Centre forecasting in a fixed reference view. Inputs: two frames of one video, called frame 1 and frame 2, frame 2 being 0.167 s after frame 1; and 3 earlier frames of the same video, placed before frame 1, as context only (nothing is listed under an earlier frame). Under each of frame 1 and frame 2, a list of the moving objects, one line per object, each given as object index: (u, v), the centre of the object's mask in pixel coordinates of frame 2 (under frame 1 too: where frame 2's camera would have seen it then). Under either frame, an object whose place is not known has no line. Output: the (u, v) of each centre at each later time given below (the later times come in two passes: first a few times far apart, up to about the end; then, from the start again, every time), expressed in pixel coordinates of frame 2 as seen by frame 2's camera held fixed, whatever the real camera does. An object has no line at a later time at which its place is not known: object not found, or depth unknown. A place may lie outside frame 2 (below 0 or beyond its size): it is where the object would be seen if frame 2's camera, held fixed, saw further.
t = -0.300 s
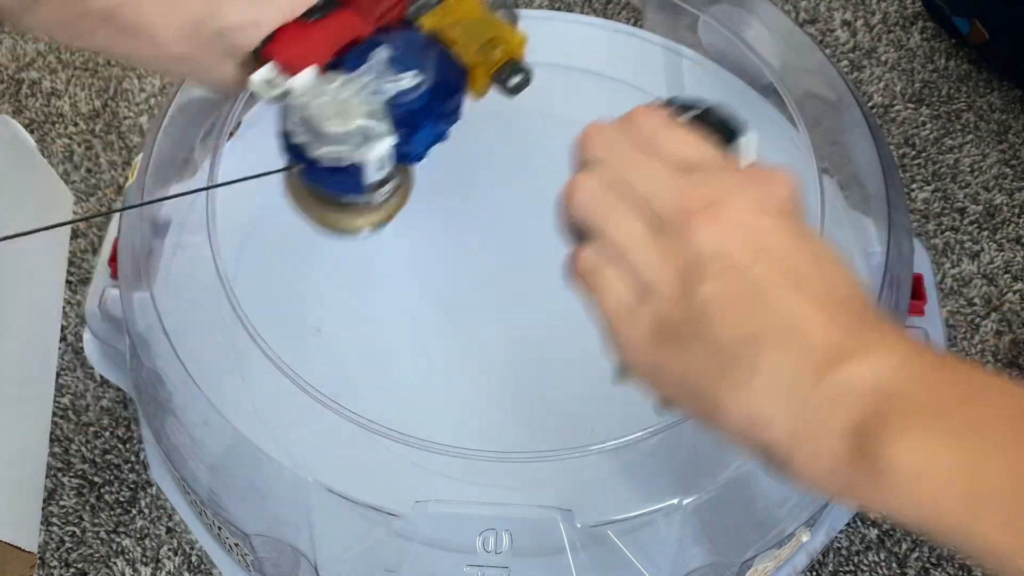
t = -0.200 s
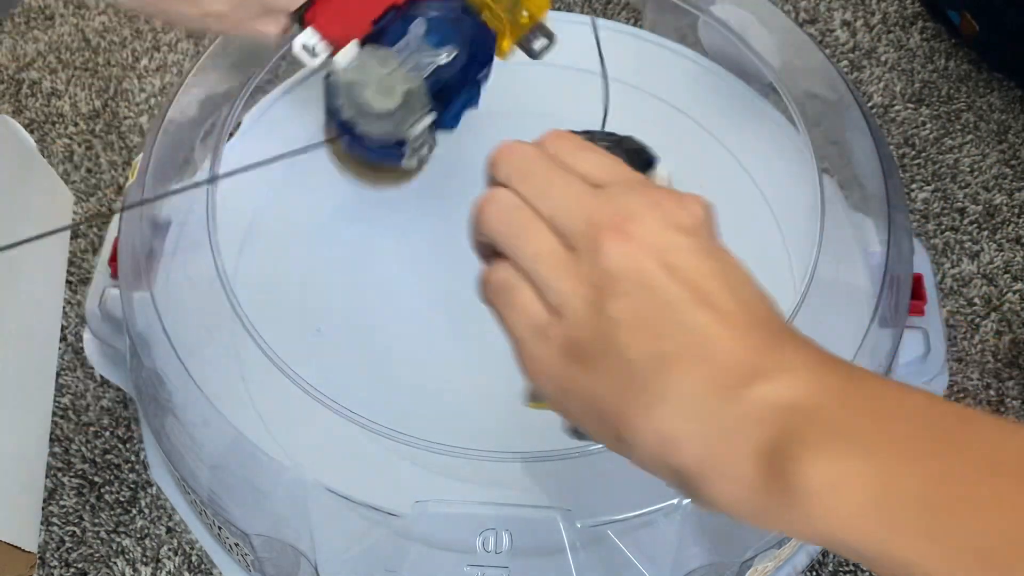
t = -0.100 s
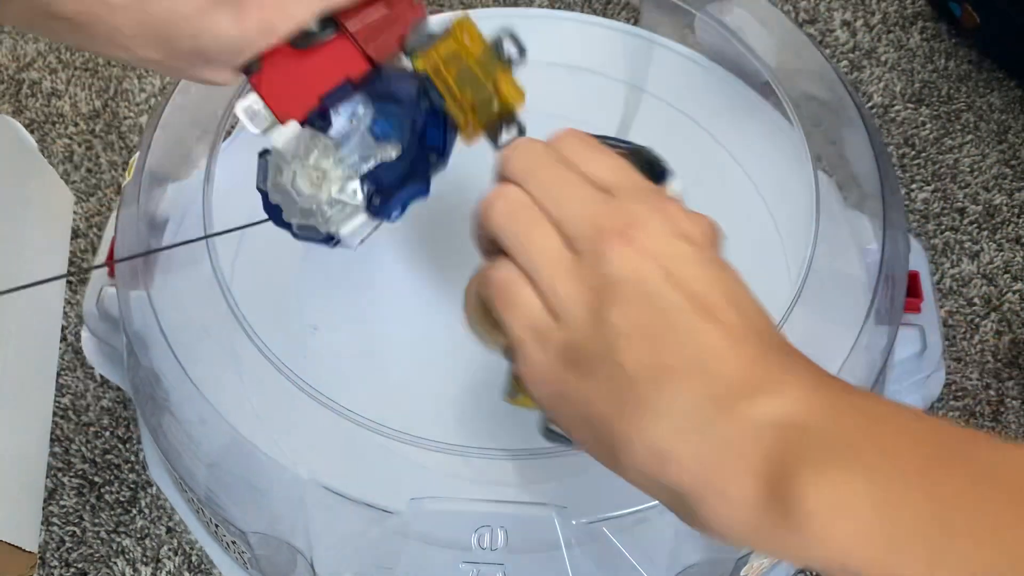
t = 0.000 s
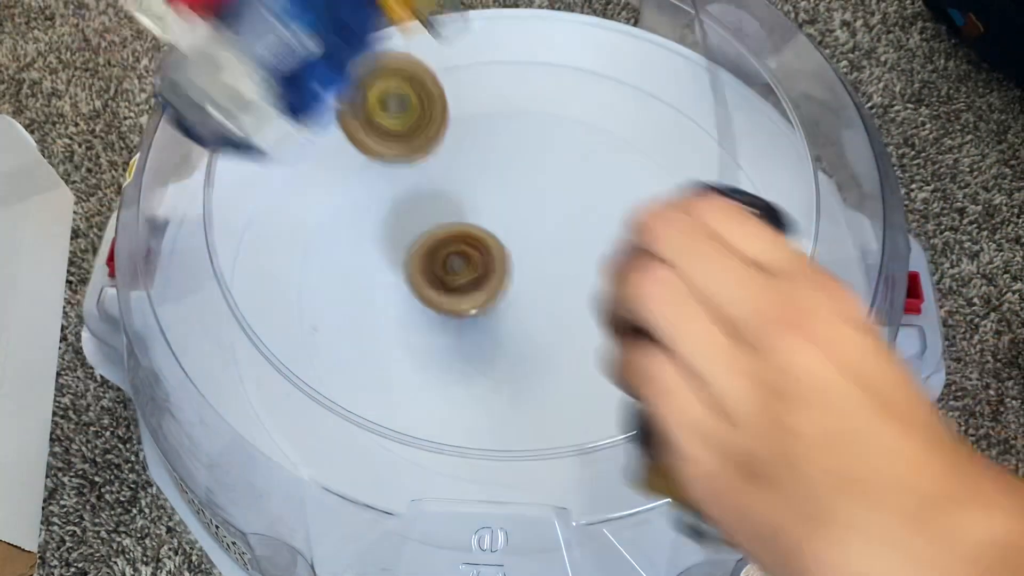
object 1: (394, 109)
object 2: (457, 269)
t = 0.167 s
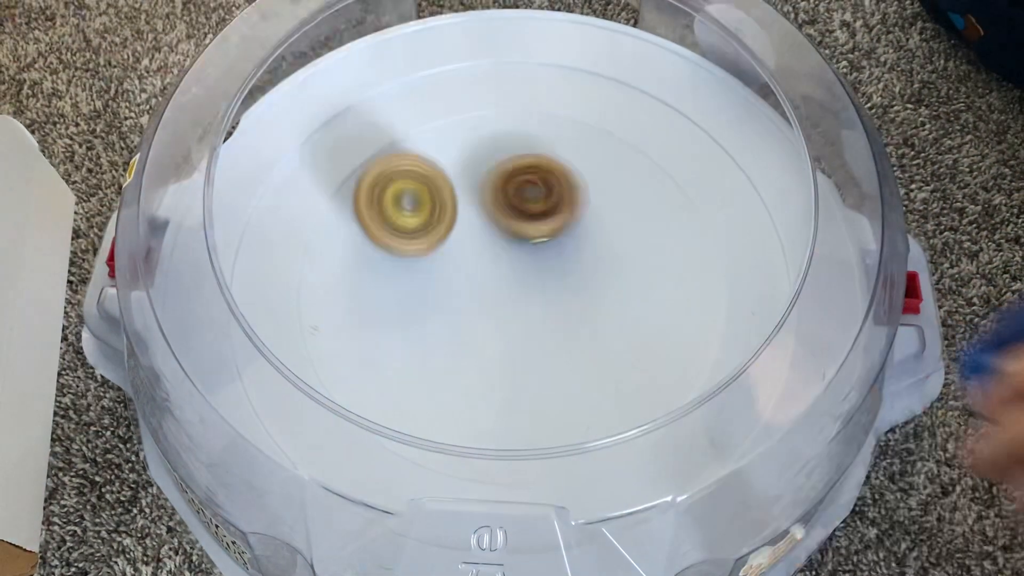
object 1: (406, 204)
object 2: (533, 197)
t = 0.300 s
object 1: (415, 269)
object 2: (655, 211)
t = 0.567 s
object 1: (526, 335)
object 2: (651, 396)
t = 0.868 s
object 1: (493, 244)
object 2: (253, 345)
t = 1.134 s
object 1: (414, 275)
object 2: (278, 110)
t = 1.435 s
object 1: (485, 298)
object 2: (488, 46)
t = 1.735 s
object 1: (527, 276)
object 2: (718, 133)
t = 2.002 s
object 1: (428, 290)
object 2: (773, 335)
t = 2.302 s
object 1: (443, 228)
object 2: (604, 505)
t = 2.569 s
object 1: (578, 249)
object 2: (364, 477)
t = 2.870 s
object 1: (456, 388)
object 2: (239, 303)
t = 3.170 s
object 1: (323, 235)
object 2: (289, 141)
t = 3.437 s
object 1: (550, 140)
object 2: (434, 60)
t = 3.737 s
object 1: (787, 320)
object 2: (616, 79)
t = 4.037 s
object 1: (462, 519)
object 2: (752, 191)
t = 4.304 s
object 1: (276, 162)
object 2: (778, 312)
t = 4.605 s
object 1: (751, 173)
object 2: (724, 429)
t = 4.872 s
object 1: (664, 480)
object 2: (450, 517)
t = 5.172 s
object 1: (448, 467)
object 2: (290, 144)
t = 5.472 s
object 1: (274, 257)
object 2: (661, 88)
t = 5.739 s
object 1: (306, 128)
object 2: (742, 416)
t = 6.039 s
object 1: (412, 71)
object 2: (234, 291)
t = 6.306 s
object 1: (571, 52)
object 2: (457, 87)
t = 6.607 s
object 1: (756, 190)
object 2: (545, 439)
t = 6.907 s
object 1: (754, 370)
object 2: (410, 533)
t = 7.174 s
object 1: (647, 493)
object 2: (403, 475)
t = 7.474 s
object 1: (430, 495)
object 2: (401, 336)
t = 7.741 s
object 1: (296, 390)
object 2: (624, 147)
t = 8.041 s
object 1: (277, 261)
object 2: (763, 232)
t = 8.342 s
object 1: (397, 157)
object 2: (779, 275)
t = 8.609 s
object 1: (689, 217)
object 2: (764, 288)
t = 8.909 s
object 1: (461, 392)
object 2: (790, 426)
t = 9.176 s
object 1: (235, 272)
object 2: (758, 474)
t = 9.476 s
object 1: (285, 154)
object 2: (710, 510)
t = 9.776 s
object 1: (329, 121)
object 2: (650, 518)
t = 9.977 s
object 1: (364, 115)
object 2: (562, 513)
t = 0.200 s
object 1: (404, 229)
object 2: (568, 193)
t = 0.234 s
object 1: (405, 238)
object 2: (601, 194)
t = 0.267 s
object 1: (409, 251)
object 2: (631, 200)
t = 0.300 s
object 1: (415, 269)
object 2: (655, 211)
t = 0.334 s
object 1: (424, 285)
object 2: (677, 226)
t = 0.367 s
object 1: (436, 301)
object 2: (694, 246)
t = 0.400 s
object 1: (451, 314)
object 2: (705, 268)
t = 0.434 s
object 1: (467, 326)
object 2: (709, 293)
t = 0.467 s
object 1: (484, 334)
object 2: (706, 318)
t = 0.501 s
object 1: (500, 338)
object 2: (694, 344)
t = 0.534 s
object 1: (514, 338)
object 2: (677, 372)
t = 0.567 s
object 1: (526, 335)
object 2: (651, 396)
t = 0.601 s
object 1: (535, 330)
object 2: (620, 421)
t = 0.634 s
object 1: (541, 321)
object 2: (578, 439)
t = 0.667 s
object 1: (543, 311)
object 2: (527, 449)
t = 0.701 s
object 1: (541, 299)
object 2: (478, 450)
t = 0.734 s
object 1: (537, 285)
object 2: (427, 443)
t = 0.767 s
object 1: (529, 272)
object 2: (375, 424)
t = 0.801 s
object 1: (519, 261)
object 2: (330, 401)
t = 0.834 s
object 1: (506, 251)
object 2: (288, 374)
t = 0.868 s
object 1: (493, 244)
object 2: (253, 345)
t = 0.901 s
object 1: (481, 242)
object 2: (224, 308)
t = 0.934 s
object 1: (467, 242)
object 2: (201, 273)
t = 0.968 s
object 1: (454, 245)
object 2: (194, 240)
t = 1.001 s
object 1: (442, 249)
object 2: (211, 211)
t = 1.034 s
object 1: (432, 254)
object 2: (229, 183)
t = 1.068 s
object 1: (423, 260)
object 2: (253, 156)
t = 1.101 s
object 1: (417, 268)
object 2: (265, 132)
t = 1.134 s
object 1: (414, 275)
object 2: (278, 110)
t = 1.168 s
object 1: (413, 282)
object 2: (294, 90)
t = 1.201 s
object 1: (414, 288)
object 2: (313, 74)
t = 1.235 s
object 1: (418, 294)
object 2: (337, 61)
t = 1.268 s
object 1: (425, 298)
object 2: (361, 49)
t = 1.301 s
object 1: (434, 301)
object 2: (383, 39)
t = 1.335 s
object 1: (445, 303)
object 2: (407, 40)
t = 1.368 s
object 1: (458, 303)
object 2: (432, 41)
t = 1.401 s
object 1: (471, 301)
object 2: (458, 42)
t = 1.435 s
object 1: (485, 298)
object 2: (488, 46)
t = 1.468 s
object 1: (498, 294)
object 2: (518, 53)
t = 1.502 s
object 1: (511, 290)
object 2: (548, 59)
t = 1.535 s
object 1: (521, 286)
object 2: (575, 65)
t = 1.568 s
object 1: (530, 282)
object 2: (601, 72)
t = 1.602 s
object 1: (535, 278)
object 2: (626, 79)
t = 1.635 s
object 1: (537, 275)
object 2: (650, 88)
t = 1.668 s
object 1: (537, 274)
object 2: (675, 98)
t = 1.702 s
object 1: (533, 274)
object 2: (698, 112)
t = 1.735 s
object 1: (527, 276)
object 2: (718, 133)
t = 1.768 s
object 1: (518, 279)
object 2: (735, 156)
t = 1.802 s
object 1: (507, 282)
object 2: (751, 180)
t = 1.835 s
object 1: (494, 285)
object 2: (762, 204)
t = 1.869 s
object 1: (480, 288)
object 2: (766, 229)
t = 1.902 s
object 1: (465, 290)
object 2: (776, 256)
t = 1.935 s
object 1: (451, 292)
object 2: (779, 283)
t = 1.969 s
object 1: (438, 292)
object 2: (778, 309)
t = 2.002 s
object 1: (428, 290)
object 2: (773, 335)
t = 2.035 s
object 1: (421, 286)
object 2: (766, 357)
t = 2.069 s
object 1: (416, 281)
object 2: (756, 381)
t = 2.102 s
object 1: (413, 274)
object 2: (743, 404)
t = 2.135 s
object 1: (413, 267)
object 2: (724, 425)
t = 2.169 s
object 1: (415, 260)
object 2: (703, 446)
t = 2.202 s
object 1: (419, 252)
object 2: (683, 463)
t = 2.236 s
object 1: (425, 244)
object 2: (658, 479)
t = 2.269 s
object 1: (433, 236)
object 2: (628, 493)
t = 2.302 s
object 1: (443, 228)
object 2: (604, 505)
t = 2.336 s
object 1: (455, 220)
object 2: (574, 512)
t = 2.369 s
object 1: (469, 211)
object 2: (544, 514)
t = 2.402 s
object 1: (486, 205)
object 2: (511, 517)
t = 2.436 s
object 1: (507, 202)
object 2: (482, 516)
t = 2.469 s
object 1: (528, 205)
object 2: (452, 513)
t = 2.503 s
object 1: (548, 214)
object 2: (418, 503)
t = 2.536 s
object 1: (566, 230)
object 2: (390, 491)
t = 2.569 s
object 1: (578, 249)
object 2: (364, 477)
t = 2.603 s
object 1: (586, 271)
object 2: (339, 462)
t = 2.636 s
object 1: (588, 293)
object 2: (316, 443)
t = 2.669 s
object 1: (585, 315)
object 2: (298, 426)
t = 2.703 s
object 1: (575, 337)
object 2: (283, 408)
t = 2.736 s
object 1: (559, 357)
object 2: (271, 386)
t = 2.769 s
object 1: (537, 372)
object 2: (258, 366)
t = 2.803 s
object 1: (513, 382)
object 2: (249, 346)
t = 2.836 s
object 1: (486, 388)
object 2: (243, 325)
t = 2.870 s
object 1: (456, 388)
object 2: (239, 303)
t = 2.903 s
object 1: (425, 383)
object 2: (239, 281)
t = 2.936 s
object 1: (398, 372)
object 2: (244, 258)
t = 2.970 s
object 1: (373, 357)
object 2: (247, 240)
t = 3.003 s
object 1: (349, 336)
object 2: (253, 223)
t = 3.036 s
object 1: (331, 314)
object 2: (260, 208)
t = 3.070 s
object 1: (317, 290)
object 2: (266, 194)
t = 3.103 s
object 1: (308, 265)
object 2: (271, 179)
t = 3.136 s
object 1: (313, 251)
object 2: (273, 158)
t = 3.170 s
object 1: (323, 235)
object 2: (289, 141)
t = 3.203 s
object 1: (338, 221)
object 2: (309, 126)
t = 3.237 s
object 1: (356, 205)
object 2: (328, 112)
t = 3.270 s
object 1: (377, 189)
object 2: (347, 100)
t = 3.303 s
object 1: (403, 173)
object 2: (365, 90)
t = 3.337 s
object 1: (434, 158)
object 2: (381, 81)
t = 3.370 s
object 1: (468, 146)
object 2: (399, 73)
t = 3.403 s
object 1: (510, 141)
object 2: (416, 66)
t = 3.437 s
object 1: (550, 140)
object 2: (434, 60)
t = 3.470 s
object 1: (593, 144)
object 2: (453, 55)
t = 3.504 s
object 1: (633, 155)
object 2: (473, 52)
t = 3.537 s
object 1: (671, 169)
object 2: (493, 50)
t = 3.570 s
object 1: (703, 188)
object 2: (515, 51)
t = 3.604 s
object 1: (729, 212)
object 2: (536, 54)
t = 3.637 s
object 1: (751, 238)
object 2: (556, 58)
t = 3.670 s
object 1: (766, 263)
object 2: (577, 65)
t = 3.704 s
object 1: (781, 292)
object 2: (597, 71)
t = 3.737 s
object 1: (787, 320)
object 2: (616, 79)
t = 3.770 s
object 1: (782, 350)
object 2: (636, 87)
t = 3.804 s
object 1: (761, 381)
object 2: (656, 97)
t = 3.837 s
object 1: (736, 411)
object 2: (676, 108)
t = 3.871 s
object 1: (704, 438)
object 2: (693, 119)
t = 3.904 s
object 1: (668, 468)
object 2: (710, 131)
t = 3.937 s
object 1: (626, 493)
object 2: (724, 144)
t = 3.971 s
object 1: (576, 517)
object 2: (736, 160)
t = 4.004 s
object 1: (520, 523)
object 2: (745, 176)
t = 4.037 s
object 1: (462, 519)
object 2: (752, 191)
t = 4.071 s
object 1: (404, 505)
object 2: (758, 206)
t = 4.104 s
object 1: (344, 479)
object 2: (762, 221)
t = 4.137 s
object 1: (295, 436)
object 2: (765, 235)
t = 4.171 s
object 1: (262, 387)
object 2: (766, 248)
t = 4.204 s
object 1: (240, 330)
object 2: (777, 264)
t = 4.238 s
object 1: (236, 273)
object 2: (779, 280)
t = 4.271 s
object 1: (255, 215)
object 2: (780, 296)
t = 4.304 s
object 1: (276, 162)
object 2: (778, 312)
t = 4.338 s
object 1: (315, 120)
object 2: (776, 327)
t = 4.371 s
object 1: (365, 85)
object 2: (773, 342)
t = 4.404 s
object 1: (421, 61)
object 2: (768, 356)
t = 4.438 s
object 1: (479, 49)
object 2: (765, 370)
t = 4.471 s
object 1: (541, 51)
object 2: (758, 382)
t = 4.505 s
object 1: (605, 64)
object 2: (751, 396)
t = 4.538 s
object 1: (663, 90)
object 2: (743, 408)
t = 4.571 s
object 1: (713, 127)
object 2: (740, 426)
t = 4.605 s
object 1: (751, 173)
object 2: (724, 429)
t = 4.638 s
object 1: (769, 232)
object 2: (718, 444)
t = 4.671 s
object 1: (786, 298)
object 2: (707, 452)
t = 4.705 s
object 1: (773, 358)
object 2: (695, 457)
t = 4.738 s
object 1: (750, 401)
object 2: (662, 485)
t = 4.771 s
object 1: (728, 426)
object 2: (620, 510)
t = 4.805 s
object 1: (706, 449)
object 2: (567, 519)
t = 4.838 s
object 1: (686, 466)
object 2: (511, 519)
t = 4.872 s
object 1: (664, 480)
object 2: (450, 517)
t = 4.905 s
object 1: (642, 489)
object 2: (388, 502)
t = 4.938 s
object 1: (619, 494)
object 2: (340, 474)
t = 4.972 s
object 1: (597, 498)
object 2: (293, 431)
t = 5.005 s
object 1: (573, 499)
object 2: (262, 383)
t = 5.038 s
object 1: (550, 497)
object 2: (241, 334)
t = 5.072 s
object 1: (525, 491)
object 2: (235, 280)
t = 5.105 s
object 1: (499, 485)
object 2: (247, 228)
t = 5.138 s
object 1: (473, 477)
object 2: (264, 183)
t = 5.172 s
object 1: (448, 467)
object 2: (290, 144)
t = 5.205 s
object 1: (424, 455)
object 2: (322, 111)
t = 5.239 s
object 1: (400, 440)
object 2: (365, 85)
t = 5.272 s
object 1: (371, 420)
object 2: (404, 67)
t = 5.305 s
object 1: (345, 398)
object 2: (446, 55)
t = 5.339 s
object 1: (321, 371)
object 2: (490, 48)
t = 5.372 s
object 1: (301, 341)
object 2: (535, 51)
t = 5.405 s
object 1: (293, 308)
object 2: (577, 57)
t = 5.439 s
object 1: (281, 281)
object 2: (620, 69)
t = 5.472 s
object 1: (274, 257)
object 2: (661, 88)
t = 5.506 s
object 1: (271, 235)
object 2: (700, 114)
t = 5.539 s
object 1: (271, 216)
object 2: (730, 142)
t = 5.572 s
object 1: (273, 197)
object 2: (756, 178)
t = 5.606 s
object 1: (275, 181)
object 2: (769, 220)
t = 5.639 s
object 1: (278, 166)
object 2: (785, 267)
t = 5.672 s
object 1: (282, 152)
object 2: (783, 316)
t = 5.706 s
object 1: (291, 139)
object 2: (771, 368)
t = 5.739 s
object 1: (306, 128)
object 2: (742, 416)
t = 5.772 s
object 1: (320, 118)
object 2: (702, 458)
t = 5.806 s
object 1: (333, 109)
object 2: (638, 502)
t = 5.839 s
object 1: (345, 102)
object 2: (567, 519)
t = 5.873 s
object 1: (357, 95)
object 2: (493, 522)
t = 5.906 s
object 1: (368, 89)
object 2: (410, 510)
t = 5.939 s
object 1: (380, 83)
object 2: (341, 477)
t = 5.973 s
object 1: (391, 79)
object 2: (284, 423)
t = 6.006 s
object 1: (401, 75)
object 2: (249, 356)
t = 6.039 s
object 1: (412, 71)
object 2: (234, 291)
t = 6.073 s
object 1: (423, 68)
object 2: (250, 222)
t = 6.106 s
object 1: (433, 65)
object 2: (276, 160)
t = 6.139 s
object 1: (443, 63)
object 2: (317, 103)
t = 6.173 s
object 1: (454, 60)
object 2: (357, 55)
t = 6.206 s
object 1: (485, 56)
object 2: (384, 40)
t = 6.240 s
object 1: (514, 52)
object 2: (409, 50)
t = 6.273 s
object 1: (542, 49)
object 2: (438, 71)
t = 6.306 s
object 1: (571, 52)
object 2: (457, 87)
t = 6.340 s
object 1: (599, 63)
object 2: (478, 111)
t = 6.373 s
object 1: (625, 72)
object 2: (501, 140)
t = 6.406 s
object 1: (650, 82)
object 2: (522, 175)
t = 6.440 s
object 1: (673, 94)
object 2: (544, 220)
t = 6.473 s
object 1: (695, 111)
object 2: (559, 263)
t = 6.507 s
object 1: (715, 130)
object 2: (565, 310)
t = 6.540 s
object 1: (733, 150)
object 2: (566, 357)
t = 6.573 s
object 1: (746, 170)
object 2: (560, 394)
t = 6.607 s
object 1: (756, 190)
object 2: (545, 439)
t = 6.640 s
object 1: (762, 210)
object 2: (526, 475)
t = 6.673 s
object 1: (764, 230)
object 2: (503, 514)
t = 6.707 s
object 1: (764, 250)
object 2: (474, 528)
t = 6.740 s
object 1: (774, 273)
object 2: (442, 536)
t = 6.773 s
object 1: (773, 295)
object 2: (410, 542)
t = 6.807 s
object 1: (770, 314)
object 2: (385, 549)
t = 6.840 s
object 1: (767, 332)
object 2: (396, 542)
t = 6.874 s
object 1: (762, 352)
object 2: (405, 537)
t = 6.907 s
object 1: (754, 370)
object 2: (410, 533)
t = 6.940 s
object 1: (745, 389)
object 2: (413, 529)
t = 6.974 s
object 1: (735, 406)
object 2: (414, 526)
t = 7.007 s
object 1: (723, 422)
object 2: (414, 523)
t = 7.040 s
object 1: (710, 438)
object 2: (414, 520)
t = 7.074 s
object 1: (696, 454)
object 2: (411, 511)
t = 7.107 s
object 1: (682, 468)
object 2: (407, 499)
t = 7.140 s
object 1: (666, 480)
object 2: (405, 484)
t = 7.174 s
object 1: (647, 493)
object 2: (403, 475)
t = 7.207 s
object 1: (621, 500)
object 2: (402, 466)
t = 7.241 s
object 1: (596, 506)
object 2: (402, 458)
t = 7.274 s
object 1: (573, 510)
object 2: (403, 451)
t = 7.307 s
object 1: (549, 511)
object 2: (404, 441)
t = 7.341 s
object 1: (527, 512)
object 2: (403, 426)
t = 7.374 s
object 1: (501, 512)
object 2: (402, 411)
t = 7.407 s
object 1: (477, 508)
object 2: (402, 390)
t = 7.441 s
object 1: (454, 503)
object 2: (399, 365)
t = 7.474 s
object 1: (430, 495)
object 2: (401, 336)
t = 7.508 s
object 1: (408, 487)
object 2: (410, 303)
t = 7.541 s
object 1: (386, 476)
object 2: (427, 269)
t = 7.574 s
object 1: (365, 464)
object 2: (450, 237)
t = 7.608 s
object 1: (348, 450)
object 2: (481, 208)
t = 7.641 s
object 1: (332, 435)
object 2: (515, 184)
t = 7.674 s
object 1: (319, 421)
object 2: (551, 165)
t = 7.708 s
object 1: (306, 406)
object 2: (588, 153)
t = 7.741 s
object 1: (296, 390)
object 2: (624, 147)
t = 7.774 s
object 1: (288, 375)
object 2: (661, 147)
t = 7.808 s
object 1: (282, 359)
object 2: (692, 154)
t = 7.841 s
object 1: (276, 343)
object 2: (719, 160)
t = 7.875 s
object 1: (273, 328)
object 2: (743, 165)
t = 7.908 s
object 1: (271, 314)
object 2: (757, 174)
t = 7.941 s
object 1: (271, 300)
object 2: (761, 190)
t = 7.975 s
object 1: (277, 284)
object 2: (761, 208)
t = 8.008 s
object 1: (276, 273)
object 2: (762, 221)
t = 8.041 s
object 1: (277, 261)
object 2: (763, 232)
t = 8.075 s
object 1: (280, 249)
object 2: (764, 239)
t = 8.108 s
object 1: (285, 239)
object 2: (773, 246)
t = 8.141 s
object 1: (291, 228)
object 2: (778, 251)
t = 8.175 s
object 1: (299, 216)
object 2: (782, 256)
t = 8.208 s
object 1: (311, 204)
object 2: (783, 262)
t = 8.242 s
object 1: (324, 191)
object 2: (782, 268)
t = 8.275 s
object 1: (344, 179)
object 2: (781, 272)
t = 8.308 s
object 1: (369, 166)
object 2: (780, 274)
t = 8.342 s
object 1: (397, 157)
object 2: (779, 275)
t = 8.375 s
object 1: (429, 147)
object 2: (778, 277)
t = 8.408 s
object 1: (467, 143)
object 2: (777, 279)
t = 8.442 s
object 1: (506, 142)
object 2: (775, 280)
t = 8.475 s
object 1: (547, 146)
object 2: (773, 282)
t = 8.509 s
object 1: (589, 156)
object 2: (771, 284)
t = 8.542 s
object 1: (626, 172)
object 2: (769, 285)
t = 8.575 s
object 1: (661, 194)
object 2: (766, 287)
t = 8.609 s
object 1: (689, 217)
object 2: (764, 288)
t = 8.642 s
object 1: (694, 239)
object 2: (781, 299)
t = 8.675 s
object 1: (680, 260)
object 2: (796, 315)
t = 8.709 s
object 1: (663, 281)
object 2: (794, 335)
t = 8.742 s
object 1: (640, 303)
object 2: (797, 355)
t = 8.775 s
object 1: (614, 325)
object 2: (798, 375)
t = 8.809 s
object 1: (582, 348)
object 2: (799, 392)
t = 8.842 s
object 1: (544, 368)
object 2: (803, 408)
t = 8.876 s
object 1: (505, 383)
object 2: (801, 420)
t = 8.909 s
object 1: (461, 392)
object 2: (790, 426)
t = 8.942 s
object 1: (421, 390)
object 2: (784, 433)
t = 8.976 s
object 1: (378, 381)
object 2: (780, 439)
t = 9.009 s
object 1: (343, 369)
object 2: (777, 446)
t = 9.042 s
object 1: (312, 346)
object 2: (774, 452)
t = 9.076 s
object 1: (289, 324)
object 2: (772, 458)
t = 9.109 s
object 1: (268, 305)
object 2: (768, 464)
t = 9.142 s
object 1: (251, 288)
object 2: (763, 469)
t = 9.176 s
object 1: (235, 272)
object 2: (758, 474)
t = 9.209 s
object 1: (236, 252)
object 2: (753, 479)
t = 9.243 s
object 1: (253, 235)
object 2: (748, 482)
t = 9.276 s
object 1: (256, 221)
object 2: (743, 487)
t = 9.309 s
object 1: (257, 208)
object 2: (737, 491)
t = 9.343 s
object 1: (259, 197)
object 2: (732, 495)
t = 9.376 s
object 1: (263, 185)
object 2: (727, 499)
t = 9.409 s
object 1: (269, 173)
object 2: (721, 503)
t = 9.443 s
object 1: (278, 162)
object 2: (716, 506)
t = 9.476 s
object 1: (285, 154)
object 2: (710, 510)
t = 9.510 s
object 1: (290, 148)
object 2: (704, 514)
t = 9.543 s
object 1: (293, 146)
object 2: (698, 517)
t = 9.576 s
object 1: (298, 141)
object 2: (693, 519)
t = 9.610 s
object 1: (303, 136)
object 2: (685, 520)
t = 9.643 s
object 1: (308, 132)
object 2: (677, 519)
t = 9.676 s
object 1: (313, 129)
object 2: (672, 518)
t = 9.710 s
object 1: (319, 125)
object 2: (665, 519)
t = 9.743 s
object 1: (324, 123)
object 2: (657, 519)
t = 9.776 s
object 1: (329, 121)
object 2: (650, 518)
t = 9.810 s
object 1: (335, 119)
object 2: (644, 519)
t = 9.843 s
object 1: (340, 117)
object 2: (634, 519)
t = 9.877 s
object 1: (346, 116)
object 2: (622, 519)
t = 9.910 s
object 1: (352, 115)
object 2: (607, 518)
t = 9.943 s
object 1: (358, 115)
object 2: (587, 517)
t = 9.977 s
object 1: (364, 115)
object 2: (562, 513)
